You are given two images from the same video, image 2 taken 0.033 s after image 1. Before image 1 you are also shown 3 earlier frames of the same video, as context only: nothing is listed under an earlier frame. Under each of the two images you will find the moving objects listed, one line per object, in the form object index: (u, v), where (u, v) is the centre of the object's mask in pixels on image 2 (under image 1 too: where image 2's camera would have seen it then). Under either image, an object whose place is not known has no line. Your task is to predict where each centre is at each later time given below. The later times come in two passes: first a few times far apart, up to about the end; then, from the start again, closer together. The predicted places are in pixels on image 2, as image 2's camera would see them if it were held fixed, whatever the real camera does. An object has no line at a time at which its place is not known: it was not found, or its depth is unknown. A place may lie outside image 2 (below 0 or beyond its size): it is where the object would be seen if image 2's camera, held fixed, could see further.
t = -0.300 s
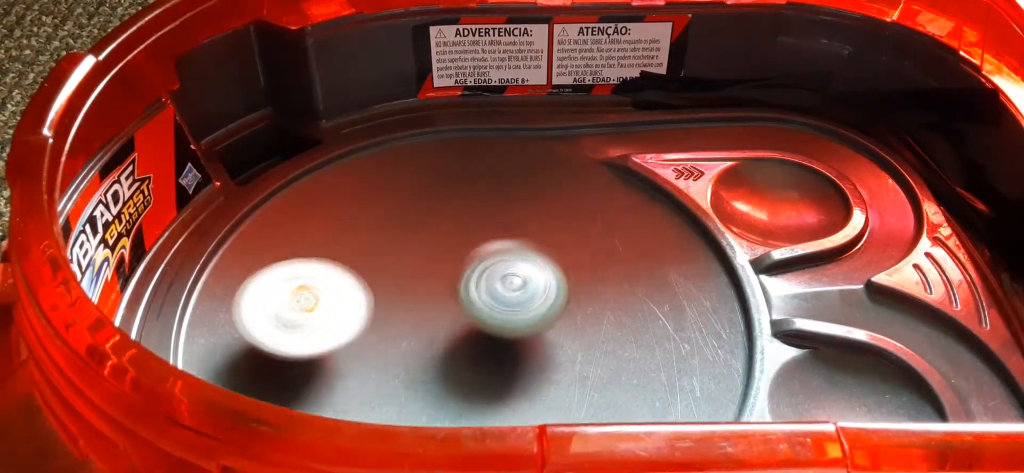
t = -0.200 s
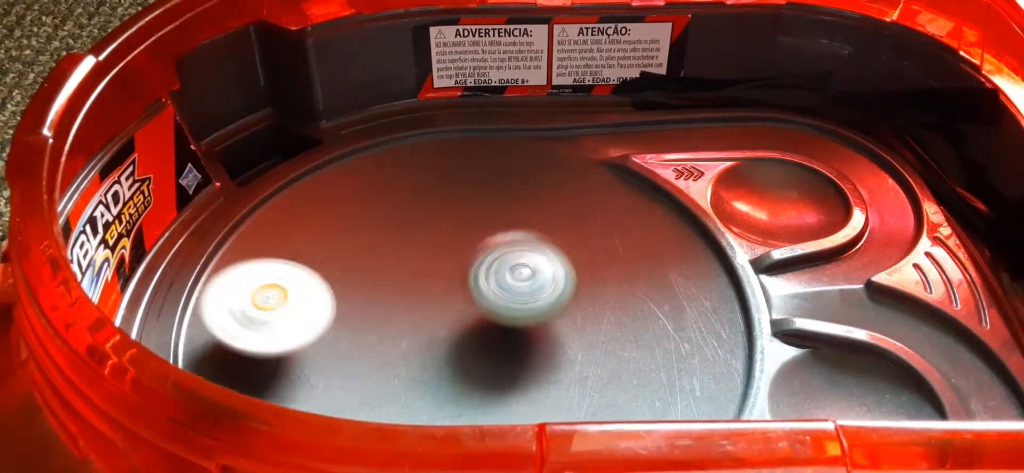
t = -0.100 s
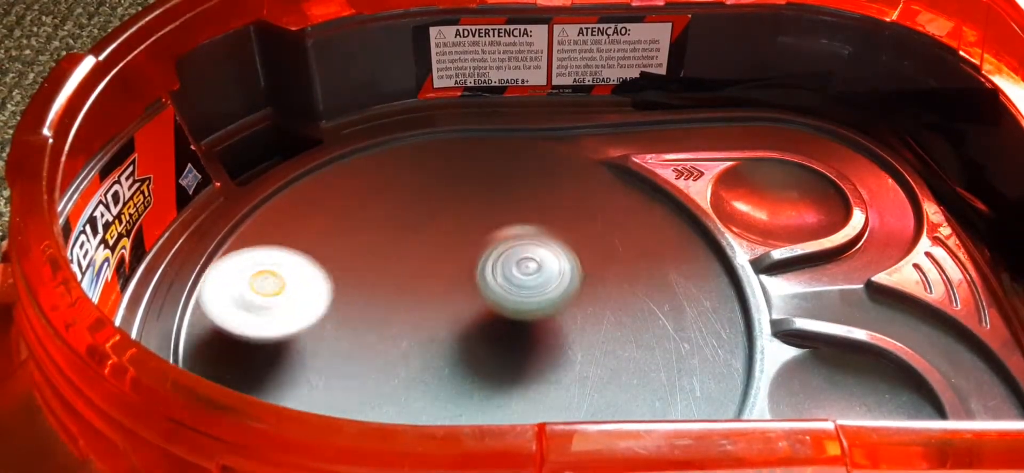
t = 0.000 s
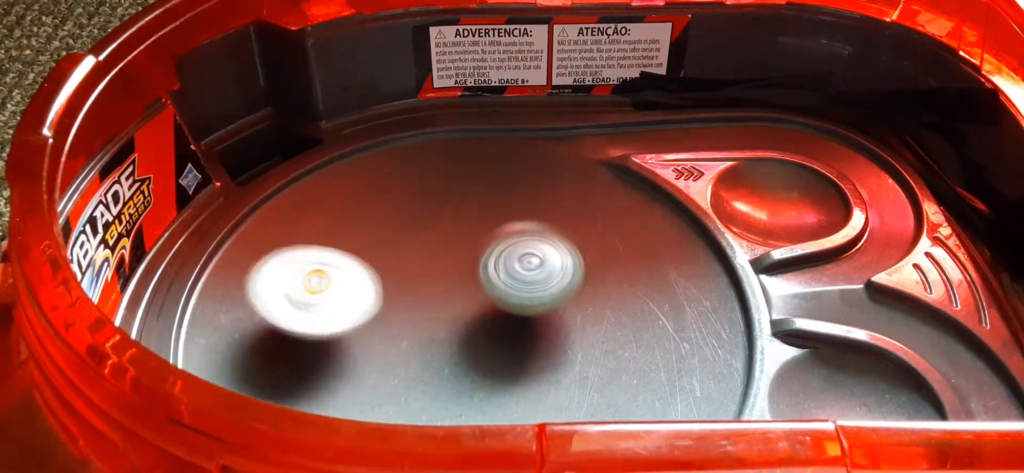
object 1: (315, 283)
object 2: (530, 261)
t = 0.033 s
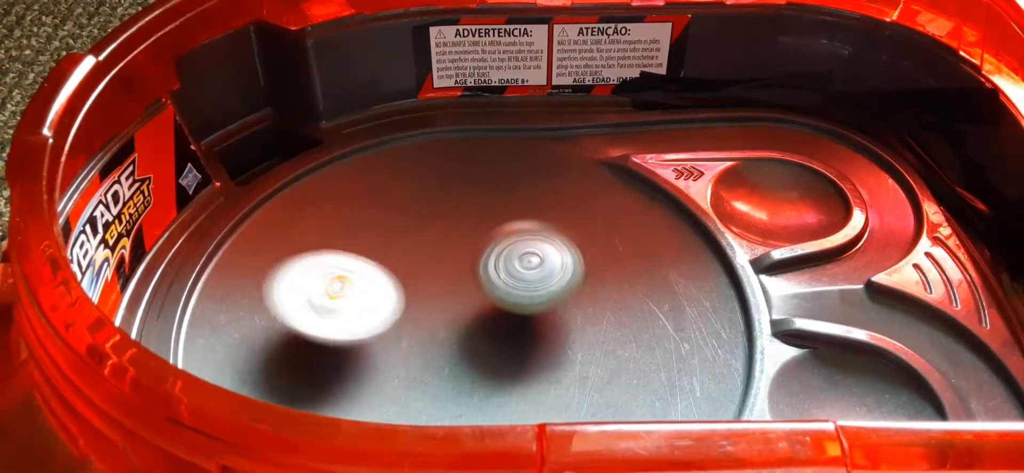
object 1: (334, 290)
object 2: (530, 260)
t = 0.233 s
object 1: (436, 368)
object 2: (526, 263)
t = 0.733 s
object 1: (418, 394)
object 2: (504, 319)
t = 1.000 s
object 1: (513, 381)
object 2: (534, 251)
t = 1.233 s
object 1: (598, 386)
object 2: (513, 233)
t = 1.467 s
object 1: (565, 370)
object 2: (489, 241)
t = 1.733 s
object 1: (602, 317)
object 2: (437, 251)
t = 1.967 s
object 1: (585, 316)
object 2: (408, 276)
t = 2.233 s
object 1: (524, 258)
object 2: (411, 312)
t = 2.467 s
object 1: (527, 226)
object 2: (441, 331)
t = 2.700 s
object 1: (499, 254)
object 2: (474, 344)
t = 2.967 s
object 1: (464, 238)
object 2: (501, 362)
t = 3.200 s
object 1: (444, 270)
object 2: (523, 354)
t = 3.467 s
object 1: (387, 306)
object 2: (513, 322)
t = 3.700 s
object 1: (364, 296)
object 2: (511, 299)
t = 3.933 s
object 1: (372, 288)
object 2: (547, 284)
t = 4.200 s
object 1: (403, 289)
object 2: (579, 277)
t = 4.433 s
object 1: (452, 346)
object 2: (577, 284)
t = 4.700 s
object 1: (453, 389)
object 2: (537, 306)
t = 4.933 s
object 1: (416, 389)
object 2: (504, 285)
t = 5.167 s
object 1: (445, 366)
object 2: (487, 249)
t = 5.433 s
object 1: (513, 342)
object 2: (478, 218)
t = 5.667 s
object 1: (560, 339)
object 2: (480, 220)
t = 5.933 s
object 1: (552, 348)
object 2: (475, 234)
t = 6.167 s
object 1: (521, 391)
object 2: (441, 230)
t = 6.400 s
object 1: (454, 368)
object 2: (416, 247)
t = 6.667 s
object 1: (505, 348)
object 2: (375, 230)
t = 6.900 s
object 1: (549, 341)
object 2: (366, 240)
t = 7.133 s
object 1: (549, 321)
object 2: (394, 275)
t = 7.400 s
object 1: (571, 289)
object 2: (401, 336)
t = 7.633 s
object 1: (569, 285)
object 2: (401, 365)
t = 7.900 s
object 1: (506, 284)
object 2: (426, 377)
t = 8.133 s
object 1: (456, 272)
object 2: (456, 377)
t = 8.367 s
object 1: (435, 259)
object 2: (496, 370)
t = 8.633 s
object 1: (446, 288)
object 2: (538, 348)
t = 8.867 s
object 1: (402, 277)
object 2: (617, 358)
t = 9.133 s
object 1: (403, 271)
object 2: (617, 348)
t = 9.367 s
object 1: (438, 301)
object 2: (558, 324)
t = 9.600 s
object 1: (400, 282)
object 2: (576, 321)
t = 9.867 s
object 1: (436, 288)
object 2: (559, 306)
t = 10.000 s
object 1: (430, 301)
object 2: (565, 300)
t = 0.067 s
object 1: (356, 295)
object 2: (530, 260)
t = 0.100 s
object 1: (375, 304)
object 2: (530, 260)
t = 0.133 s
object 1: (392, 323)
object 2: (530, 260)
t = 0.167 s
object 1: (408, 337)
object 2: (529, 261)
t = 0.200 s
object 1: (423, 352)
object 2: (527, 262)
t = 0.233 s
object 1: (436, 368)
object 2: (526, 263)
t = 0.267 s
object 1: (447, 382)
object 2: (524, 266)
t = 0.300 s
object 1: (454, 391)
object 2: (523, 269)
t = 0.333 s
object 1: (459, 398)
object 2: (521, 272)
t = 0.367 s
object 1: (462, 405)
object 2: (519, 275)
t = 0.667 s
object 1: (405, 406)
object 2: (506, 313)
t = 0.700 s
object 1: (411, 399)
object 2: (504, 317)
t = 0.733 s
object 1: (418, 394)
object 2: (504, 319)
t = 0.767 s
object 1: (418, 394)
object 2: (517, 305)
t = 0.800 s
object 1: (424, 394)
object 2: (530, 293)
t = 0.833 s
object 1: (435, 392)
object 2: (538, 279)
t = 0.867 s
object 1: (447, 389)
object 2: (541, 272)
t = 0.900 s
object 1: (463, 386)
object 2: (541, 267)
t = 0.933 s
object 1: (478, 384)
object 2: (540, 261)
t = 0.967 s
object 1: (495, 382)
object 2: (537, 257)
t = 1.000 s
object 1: (513, 381)
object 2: (534, 251)
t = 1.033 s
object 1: (528, 380)
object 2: (531, 247)
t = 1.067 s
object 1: (543, 380)
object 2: (527, 243)
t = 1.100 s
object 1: (558, 380)
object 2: (525, 240)
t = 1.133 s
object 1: (571, 381)
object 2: (522, 237)
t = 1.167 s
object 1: (582, 382)
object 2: (520, 236)
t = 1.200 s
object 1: (592, 384)
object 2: (516, 234)
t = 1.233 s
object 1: (598, 386)
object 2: (513, 233)
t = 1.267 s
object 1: (601, 387)
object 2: (509, 233)
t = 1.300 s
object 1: (600, 389)
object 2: (506, 229)
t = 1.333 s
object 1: (595, 389)
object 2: (503, 230)
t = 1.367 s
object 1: (589, 387)
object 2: (499, 231)
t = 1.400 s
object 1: (580, 384)
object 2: (495, 233)
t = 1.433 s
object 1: (572, 378)
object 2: (492, 237)
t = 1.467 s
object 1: (565, 370)
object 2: (489, 241)
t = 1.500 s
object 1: (560, 357)
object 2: (486, 246)
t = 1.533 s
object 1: (557, 345)
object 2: (483, 250)
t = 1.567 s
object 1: (556, 332)
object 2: (481, 254)
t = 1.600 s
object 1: (566, 329)
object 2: (470, 252)
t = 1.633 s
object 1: (578, 326)
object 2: (457, 249)
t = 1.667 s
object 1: (587, 322)
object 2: (449, 249)
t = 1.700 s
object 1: (594, 319)
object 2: (442, 250)
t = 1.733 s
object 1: (602, 317)
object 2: (437, 251)
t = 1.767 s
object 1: (606, 316)
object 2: (431, 254)
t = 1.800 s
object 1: (610, 316)
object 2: (426, 258)
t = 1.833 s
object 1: (610, 317)
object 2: (421, 262)
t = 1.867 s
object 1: (609, 318)
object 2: (417, 265)
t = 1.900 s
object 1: (603, 319)
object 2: (413, 269)
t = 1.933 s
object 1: (595, 318)
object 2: (410, 273)
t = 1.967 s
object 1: (585, 316)
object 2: (408, 276)
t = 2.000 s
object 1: (575, 312)
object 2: (405, 281)
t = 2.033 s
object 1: (563, 307)
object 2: (405, 285)
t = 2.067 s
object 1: (555, 301)
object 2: (404, 290)
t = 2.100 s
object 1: (545, 293)
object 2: (404, 294)
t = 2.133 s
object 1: (539, 285)
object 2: (404, 298)
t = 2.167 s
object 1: (532, 276)
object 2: (405, 304)
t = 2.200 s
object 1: (528, 267)
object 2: (408, 308)
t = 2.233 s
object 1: (524, 258)
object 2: (411, 312)
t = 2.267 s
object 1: (521, 250)
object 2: (415, 315)
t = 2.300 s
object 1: (520, 243)
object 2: (418, 318)
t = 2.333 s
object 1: (520, 236)
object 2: (422, 322)
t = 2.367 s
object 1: (520, 231)
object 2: (426, 324)
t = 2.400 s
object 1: (522, 228)
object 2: (431, 326)
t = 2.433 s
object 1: (525, 226)
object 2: (436, 329)
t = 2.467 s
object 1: (527, 226)
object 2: (441, 331)
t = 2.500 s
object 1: (528, 228)
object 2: (448, 333)
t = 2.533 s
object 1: (528, 232)
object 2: (453, 334)
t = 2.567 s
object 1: (526, 238)
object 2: (459, 335)
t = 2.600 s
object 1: (521, 244)
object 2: (465, 335)
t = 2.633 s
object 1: (514, 251)
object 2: (470, 336)
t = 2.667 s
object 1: (506, 256)
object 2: (472, 339)
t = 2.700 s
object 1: (499, 254)
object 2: (474, 344)
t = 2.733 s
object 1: (492, 251)
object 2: (475, 349)
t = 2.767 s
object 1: (485, 248)
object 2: (478, 353)
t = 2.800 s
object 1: (479, 245)
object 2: (482, 355)
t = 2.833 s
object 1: (474, 243)
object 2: (485, 358)
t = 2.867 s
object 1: (470, 240)
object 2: (489, 360)
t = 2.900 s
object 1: (467, 238)
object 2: (494, 361)
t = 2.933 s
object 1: (465, 238)
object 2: (498, 361)
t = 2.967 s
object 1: (464, 238)
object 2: (501, 362)
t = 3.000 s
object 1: (463, 239)
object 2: (505, 362)
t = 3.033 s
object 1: (462, 242)
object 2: (509, 362)
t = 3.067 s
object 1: (460, 246)
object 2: (512, 362)
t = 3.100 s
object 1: (457, 251)
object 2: (516, 360)
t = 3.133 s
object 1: (455, 257)
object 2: (518, 359)
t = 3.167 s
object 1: (449, 263)
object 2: (520, 357)
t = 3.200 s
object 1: (444, 270)
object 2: (523, 354)
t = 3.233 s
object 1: (438, 276)
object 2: (525, 350)
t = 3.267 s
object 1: (430, 283)
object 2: (525, 347)
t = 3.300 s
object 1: (423, 289)
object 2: (525, 344)
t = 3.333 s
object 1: (416, 295)
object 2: (523, 339)
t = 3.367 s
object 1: (408, 300)
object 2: (521, 335)
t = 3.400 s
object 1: (401, 303)
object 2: (520, 331)
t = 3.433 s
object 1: (393, 305)
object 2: (516, 326)
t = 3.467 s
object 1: (387, 306)
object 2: (513, 322)
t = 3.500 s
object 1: (382, 306)
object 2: (511, 318)
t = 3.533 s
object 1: (378, 305)
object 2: (508, 315)
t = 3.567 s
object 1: (377, 305)
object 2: (504, 311)
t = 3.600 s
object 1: (377, 304)
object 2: (502, 308)
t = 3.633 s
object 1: (371, 302)
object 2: (506, 305)
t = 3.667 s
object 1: (366, 299)
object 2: (509, 302)
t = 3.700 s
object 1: (364, 296)
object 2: (511, 299)
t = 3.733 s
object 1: (366, 293)
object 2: (512, 296)
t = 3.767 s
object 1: (371, 290)
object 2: (513, 293)
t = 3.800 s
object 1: (378, 288)
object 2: (513, 289)
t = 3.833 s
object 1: (388, 289)
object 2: (512, 286)
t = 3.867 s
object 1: (386, 289)
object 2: (523, 285)
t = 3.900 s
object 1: (378, 289)
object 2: (538, 284)
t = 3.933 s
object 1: (372, 288)
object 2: (547, 284)
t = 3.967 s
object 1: (368, 286)
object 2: (553, 284)
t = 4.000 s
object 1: (367, 284)
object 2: (558, 282)
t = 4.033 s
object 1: (367, 282)
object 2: (563, 281)
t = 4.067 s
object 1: (370, 281)
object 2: (567, 279)
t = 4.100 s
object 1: (377, 281)
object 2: (571, 279)
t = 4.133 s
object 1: (385, 282)
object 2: (574, 278)
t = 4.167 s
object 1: (394, 285)
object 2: (577, 277)
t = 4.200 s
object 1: (403, 289)
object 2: (579, 277)
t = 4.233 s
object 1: (412, 296)
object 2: (580, 277)
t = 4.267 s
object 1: (421, 302)
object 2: (582, 277)
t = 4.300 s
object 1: (427, 310)
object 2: (582, 278)
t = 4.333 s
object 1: (435, 319)
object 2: (582, 278)
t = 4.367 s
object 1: (442, 329)
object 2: (581, 280)
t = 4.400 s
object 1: (447, 338)
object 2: (579, 282)
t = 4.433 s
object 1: (452, 346)
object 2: (577, 284)
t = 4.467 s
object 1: (455, 355)
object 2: (573, 287)
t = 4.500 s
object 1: (459, 365)
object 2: (568, 290)
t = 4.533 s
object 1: (461, 372)
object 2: (564, 292)
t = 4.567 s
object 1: (461, 377)
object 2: (559, 295)
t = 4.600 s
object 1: (461, 382)
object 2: (555, 298)
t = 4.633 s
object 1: (460, 386)
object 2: (549, 300)
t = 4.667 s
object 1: (457, 388)
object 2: (543, 304)
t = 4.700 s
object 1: (453, 389)
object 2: (537, 306)
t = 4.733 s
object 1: (449, 389)
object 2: (530, 309)
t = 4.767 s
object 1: (444, 391)
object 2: (527, 301)
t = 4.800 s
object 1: (438, 395)
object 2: (526, 294)
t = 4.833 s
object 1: (430, 396)
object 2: (522, 291)
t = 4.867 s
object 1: (423, 395)
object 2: (517, 287)
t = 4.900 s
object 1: (418, 393)
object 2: (510, 285)
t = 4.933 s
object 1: (416, 389)
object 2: (504, 285)
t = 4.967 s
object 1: (417, 385)
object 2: (498, 283)
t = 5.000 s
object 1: (421, 379)
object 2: (493, 282)
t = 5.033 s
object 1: (428, 372)
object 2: (488, 280)
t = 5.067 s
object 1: (435, 366)
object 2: (484, 278)
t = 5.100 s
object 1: (437, 367)
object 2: (487, 264)
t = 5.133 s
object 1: (440, 368)
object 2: (487, 257)
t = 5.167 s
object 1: (445, 366)
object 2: (487, 249)
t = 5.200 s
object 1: (451, 362)
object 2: (486, 241)
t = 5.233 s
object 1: (457, 359)
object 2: (484, 238)
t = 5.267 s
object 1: (465, 356)
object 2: (483, 232)
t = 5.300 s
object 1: (474, 352)
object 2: (482, 228)
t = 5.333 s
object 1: (483, 349)
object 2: (481, 224)
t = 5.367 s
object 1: (493, 347)
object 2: (480, 221)
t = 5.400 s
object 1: (503, 344)
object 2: (479, 220)
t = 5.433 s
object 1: (513, 342)
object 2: (478, 218)
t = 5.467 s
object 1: (522, 341)
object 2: (478, 217)
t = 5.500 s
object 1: (531, 341)
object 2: (477, 216)
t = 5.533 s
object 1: (539, 339)
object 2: (477, 217)
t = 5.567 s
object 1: (546, 339)
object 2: (478, 217)
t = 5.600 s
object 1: (552, 338)
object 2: (478, 219)
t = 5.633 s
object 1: (557, 338)
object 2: (479, 221)
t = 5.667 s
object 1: (560, 339)
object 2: (480, 220)
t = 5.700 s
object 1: (561, 339)
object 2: (482, 223)
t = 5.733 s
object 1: (561, 339)
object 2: (482, 227)
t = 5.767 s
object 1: (558, 338)
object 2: (483, 231)
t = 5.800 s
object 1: (555, 337)
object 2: (484, 236)
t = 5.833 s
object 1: (550, 335)
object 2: (485, 242)
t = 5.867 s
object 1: (545, 331)
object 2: (486, 246)
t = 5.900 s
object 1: (546, 335)
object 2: (484, 246)
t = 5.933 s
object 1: (552, 348)
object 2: (475, 234)
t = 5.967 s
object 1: (555, 359)
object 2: (470, 228)
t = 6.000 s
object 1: (554, 368)
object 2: (466, 227)
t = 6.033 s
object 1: (552, 375)
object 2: (461, 228)
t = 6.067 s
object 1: (547, 381)
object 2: (455, 227)
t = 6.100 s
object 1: (541, 385)
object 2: (450, 228)
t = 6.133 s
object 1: (532, 388)
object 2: (445, 228)
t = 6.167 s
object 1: (521, 391)
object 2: (441, 230)
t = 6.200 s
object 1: (509, 391)
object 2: (437, 231)
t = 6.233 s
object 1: (497, 390)
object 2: (432, 233)
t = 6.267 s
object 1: (486, 389)
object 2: (429, 235)
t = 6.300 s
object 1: (475, 387)
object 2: (425, 237)
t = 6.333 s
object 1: (467, 382)
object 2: (422, 239)
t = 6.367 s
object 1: (459, 376)
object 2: (419, 243)
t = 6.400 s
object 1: (454, 368)
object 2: (416, 247)
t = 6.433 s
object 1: (450, 358)
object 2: (413, 250)
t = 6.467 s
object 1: (448, 348)
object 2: (411, 254)
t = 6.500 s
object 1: (455, 346)
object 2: (407, 250)
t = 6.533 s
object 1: (467, 350)
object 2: (396, 239)
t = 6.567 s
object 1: (478, 349)
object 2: (390, 234)
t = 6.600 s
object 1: (488, 349)
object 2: (385, 232)
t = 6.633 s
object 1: (496, 349)
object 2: (380, 232)
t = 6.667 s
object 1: (505, 348)
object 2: (375, 230)
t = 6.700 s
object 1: (513, 348)
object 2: (371, 230)
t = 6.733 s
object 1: (521, 347)
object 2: (368, 230)
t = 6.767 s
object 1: (528, 347)
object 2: (366, 231)
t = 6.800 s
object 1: (534, 346)
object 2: (365, 231)
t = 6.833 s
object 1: (540, 344)
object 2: (364, 233)
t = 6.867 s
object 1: (546, 342)
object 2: (364, 236)
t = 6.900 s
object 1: (549, 341)
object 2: (366, 240)
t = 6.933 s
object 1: (553, 339)
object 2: (368, 243)
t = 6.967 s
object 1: (555, 337)
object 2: (371, 247)
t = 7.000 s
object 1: (556, 334)
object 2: (374, 252)
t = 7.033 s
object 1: (555, 331)
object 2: (379, 257)
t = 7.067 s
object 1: (554, 328)
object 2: (383, 263)
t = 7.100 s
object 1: (552, 325)
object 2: (389, 269)
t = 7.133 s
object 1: (549, 321)
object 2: (394, 275)
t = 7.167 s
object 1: (546, 317)
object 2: (402, 281)
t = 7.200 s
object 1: (543, 313)
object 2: (411, 289)
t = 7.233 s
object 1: (540, 310)
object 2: (420, 298)
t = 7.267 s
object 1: (543, 304)
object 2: (422, 305)
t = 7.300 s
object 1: (553, 299)
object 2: (412, 313)
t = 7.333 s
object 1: (560, 295)
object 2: (407, 321)
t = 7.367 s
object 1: (566, 291)
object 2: (404, 328)
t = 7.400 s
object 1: (571, 289)
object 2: (401, 336)
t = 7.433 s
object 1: (576, 286)
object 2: (401, 340)
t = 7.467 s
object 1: (579, 284)
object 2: (399, 346)
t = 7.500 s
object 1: (581, 283)
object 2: (399, 351)
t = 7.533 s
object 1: (581, 283)
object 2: (400, 356)
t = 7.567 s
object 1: (578, 283)
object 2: (400, 358)
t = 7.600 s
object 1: (574, 284)
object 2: (400, 362)
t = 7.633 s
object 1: (569, 285)
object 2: (401, 365)
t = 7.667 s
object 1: (563, 285)
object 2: (401, 368)
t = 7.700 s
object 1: (555, 285)
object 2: (401, 376)
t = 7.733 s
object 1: (547, 286)
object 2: (404, 377)
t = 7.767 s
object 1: (539, 285)
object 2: (407, 378)
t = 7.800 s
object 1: (531, 285)
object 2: (410, 378)
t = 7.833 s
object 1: (523, 284)
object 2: (416, 378)
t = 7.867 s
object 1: (515, 284)
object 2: (420, 378)
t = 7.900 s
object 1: (506, 284)
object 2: (426, 377)
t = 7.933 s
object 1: (497, 284)
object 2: (430, 376)
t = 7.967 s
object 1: (489, 284)
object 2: (435, 374)
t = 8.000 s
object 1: (481, 283)
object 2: (439, 374)
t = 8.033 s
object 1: (473, 282)
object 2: (443, 376)
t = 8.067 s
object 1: (466, 277)
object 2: (446, 378)
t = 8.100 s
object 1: (461, 275)
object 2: (451, 377)
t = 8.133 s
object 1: (456, 272)
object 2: (456, 377)
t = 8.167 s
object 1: (451, 269)
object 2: (462, 377)
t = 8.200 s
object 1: (446, 266)
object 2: (467, 375)
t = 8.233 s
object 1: (442, 263)
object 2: (473, 375)
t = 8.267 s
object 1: (439, 262)
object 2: (479, 374)
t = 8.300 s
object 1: (437, 260)
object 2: (485, 373)
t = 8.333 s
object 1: (435, 258)
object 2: (490, 372)
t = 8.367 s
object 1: (435, 259)
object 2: (496, 370)
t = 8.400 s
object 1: (435, 259)
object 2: (502, 367)
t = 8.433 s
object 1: (437, 262)
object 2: (507, 365)
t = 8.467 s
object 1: (438, 264)
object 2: (511, 363)
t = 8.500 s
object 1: (440, 268)
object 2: (518, 360)
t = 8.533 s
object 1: (441, 272)
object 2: (523, 357)
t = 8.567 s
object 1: (444, 278)
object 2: (527, 354)
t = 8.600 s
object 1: (445, 283)
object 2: (533, 351)
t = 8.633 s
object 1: (446, 288)
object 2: (538, 348)
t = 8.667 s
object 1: (446, 292)
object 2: (543, 347)
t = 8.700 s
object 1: (437, 292)
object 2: (554, 352)
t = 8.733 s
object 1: (428, 289)
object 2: (573, 358)
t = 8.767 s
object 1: (421, 286)
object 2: (588, 359)
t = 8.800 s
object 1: (414, 282)
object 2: (603, 359)
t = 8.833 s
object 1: (408, 280)
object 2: (610, 359)
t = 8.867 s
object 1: (402, 277)
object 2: (617, 358)
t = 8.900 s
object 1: (396, 274)
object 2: (622, 358)
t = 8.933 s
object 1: (392, 271)
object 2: (625, 357)
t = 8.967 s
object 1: (389, 269)
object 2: (626, 356)
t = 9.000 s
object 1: (386, 266)
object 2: (627, 354)
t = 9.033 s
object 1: (388, 265)
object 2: (625, 353)
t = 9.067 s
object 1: (392, 266)
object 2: (623, 352)
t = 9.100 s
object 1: (397, 269)
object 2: (621, 350)
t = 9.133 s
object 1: (403, 271)
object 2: (617, 348)
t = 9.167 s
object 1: (409, 275)
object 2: (612, 345)
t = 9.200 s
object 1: (415, 280)
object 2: (606, 343)
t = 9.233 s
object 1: (420, 284)
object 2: (601, 340)
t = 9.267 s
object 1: (426, 288)
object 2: (591, 336)
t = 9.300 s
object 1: (432, 293)
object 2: (580, 330)
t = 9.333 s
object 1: (438, 298)
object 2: (567, 327)
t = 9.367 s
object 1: (438, 301)
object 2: (558, 324)
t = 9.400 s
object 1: (425, 298)
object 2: (567, 326)
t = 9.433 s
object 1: (417, 296)
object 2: (571, 329)
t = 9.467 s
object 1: (411, 293)
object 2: (572, 328)
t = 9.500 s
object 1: (407, 290)
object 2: (574, 325)
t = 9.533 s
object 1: (404, 288)
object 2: (576, 324)
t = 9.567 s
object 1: (401, 285)
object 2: (576, 323)
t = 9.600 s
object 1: (400, 282)
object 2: (576, 321)
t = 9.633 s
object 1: (401, 279)
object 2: (575, 319)
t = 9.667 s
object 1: (404, 278)
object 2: (573, 317)
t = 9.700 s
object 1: (408, 278)
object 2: (573, 315)
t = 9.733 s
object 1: (413, 277)
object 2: (570, 314)
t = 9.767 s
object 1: (419, 279)
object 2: (568, 312)
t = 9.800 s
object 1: (425, 282)
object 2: (567, 310)
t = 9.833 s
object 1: (430, 284)
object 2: (563, 308)
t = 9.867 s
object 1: (436, 288)
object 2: (559, 306)
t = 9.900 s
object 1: (439, 292)
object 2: (559, 304)
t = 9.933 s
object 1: (436, 294)
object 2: (564, 303)
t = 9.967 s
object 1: (434, 297)
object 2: (564, 303)
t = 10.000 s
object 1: (430, 301)
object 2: (565, 300)
